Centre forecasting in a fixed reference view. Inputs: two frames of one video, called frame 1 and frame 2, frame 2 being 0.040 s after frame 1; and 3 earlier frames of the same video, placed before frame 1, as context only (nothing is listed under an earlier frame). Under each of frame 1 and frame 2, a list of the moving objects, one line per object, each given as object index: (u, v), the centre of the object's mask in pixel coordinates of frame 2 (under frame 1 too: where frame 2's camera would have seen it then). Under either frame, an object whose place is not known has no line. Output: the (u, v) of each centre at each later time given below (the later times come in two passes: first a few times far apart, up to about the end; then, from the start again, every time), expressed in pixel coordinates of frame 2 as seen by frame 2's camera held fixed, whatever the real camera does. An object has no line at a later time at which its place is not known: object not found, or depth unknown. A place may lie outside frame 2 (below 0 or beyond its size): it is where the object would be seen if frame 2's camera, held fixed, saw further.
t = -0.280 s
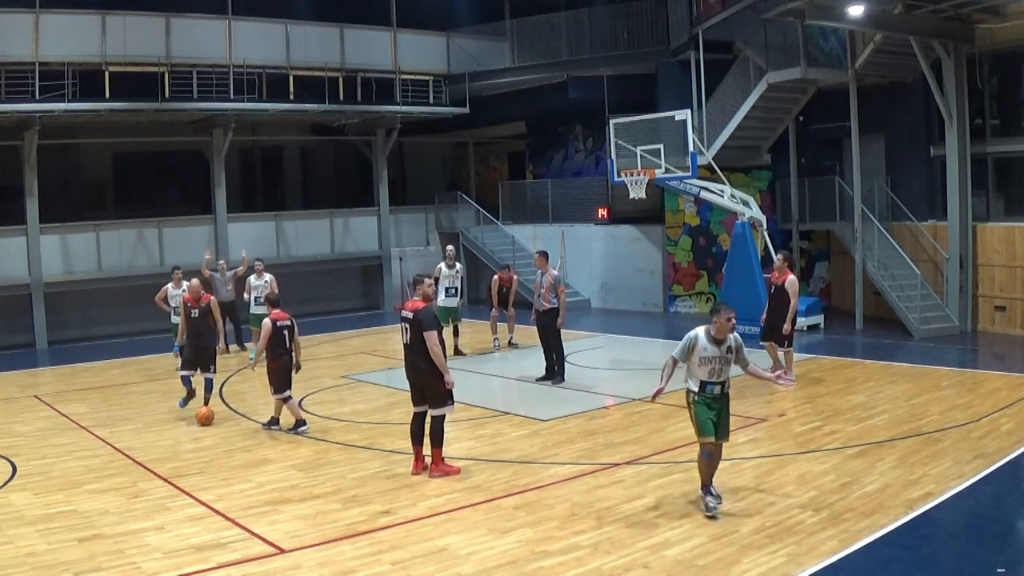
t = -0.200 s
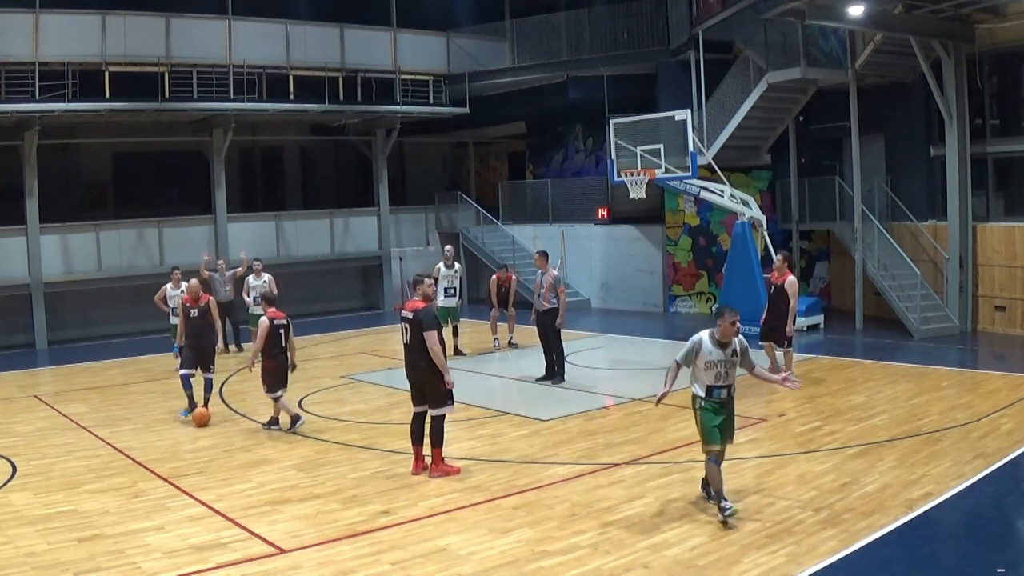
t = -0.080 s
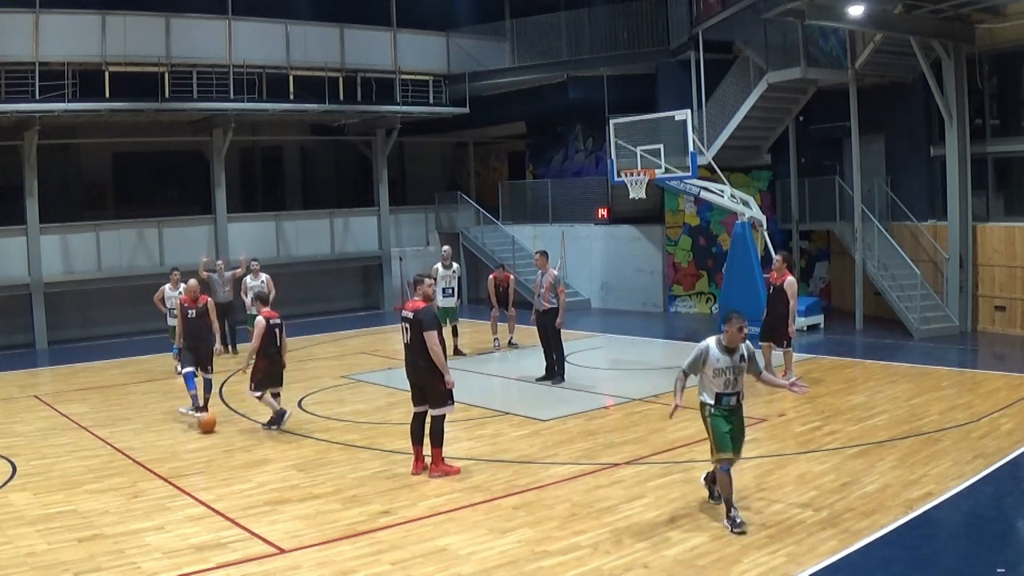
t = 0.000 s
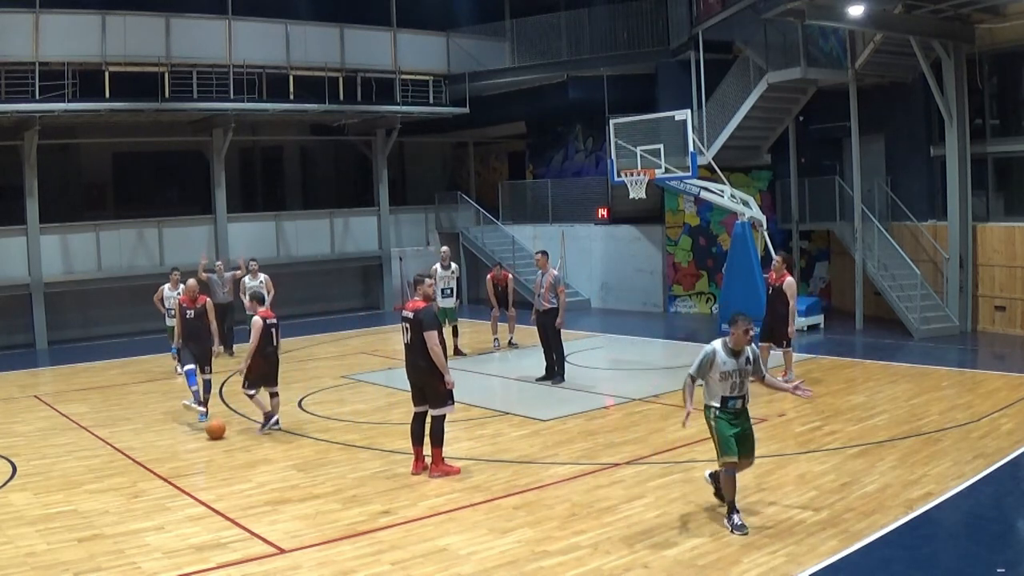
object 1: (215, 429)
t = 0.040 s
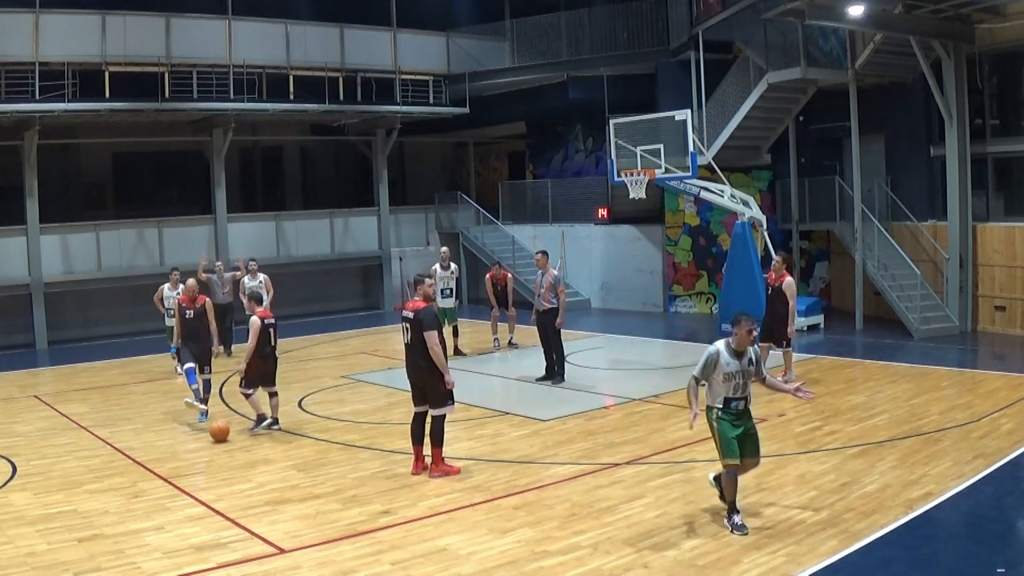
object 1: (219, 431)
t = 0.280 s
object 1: (242, 447)
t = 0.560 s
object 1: (273, 467)
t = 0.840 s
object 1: (308, 491)
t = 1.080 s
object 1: (345, 514)
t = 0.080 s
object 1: (223, 434)
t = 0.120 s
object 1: (227, 437)
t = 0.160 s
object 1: (231, 439)
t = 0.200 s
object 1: (234, 441)
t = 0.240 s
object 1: (238, 444)
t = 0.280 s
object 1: (242, 447)
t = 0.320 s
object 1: (247, 450)
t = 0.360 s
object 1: (251, 452)
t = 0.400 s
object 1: (255, 455)
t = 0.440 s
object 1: (259, 458)
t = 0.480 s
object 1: (263, 461)
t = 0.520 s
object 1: (268, 464)
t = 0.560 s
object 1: (273, 467)
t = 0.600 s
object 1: (277, 470)
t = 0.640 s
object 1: (282, 473)
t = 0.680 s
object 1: (287, 477)
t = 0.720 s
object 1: (292, 481)
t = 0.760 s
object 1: (298, 484)
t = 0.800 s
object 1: (303, 488)
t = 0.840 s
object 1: (308, 491)
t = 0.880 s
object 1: (314, 495)
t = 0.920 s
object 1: (320, 498)
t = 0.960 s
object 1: (326, 502)
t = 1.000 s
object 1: (332, 507)
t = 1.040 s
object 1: (338, 510)
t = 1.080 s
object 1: (345, 514)
